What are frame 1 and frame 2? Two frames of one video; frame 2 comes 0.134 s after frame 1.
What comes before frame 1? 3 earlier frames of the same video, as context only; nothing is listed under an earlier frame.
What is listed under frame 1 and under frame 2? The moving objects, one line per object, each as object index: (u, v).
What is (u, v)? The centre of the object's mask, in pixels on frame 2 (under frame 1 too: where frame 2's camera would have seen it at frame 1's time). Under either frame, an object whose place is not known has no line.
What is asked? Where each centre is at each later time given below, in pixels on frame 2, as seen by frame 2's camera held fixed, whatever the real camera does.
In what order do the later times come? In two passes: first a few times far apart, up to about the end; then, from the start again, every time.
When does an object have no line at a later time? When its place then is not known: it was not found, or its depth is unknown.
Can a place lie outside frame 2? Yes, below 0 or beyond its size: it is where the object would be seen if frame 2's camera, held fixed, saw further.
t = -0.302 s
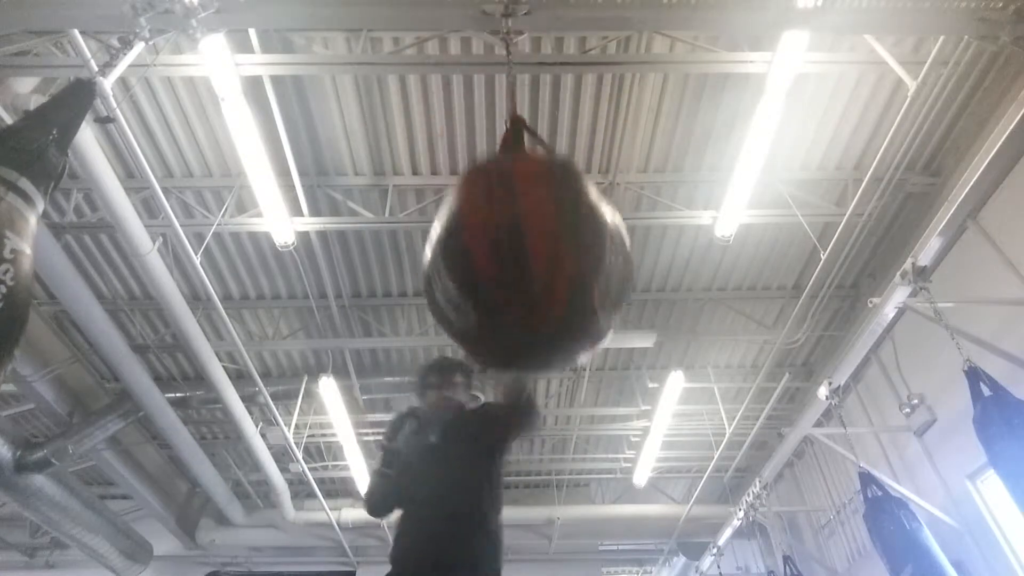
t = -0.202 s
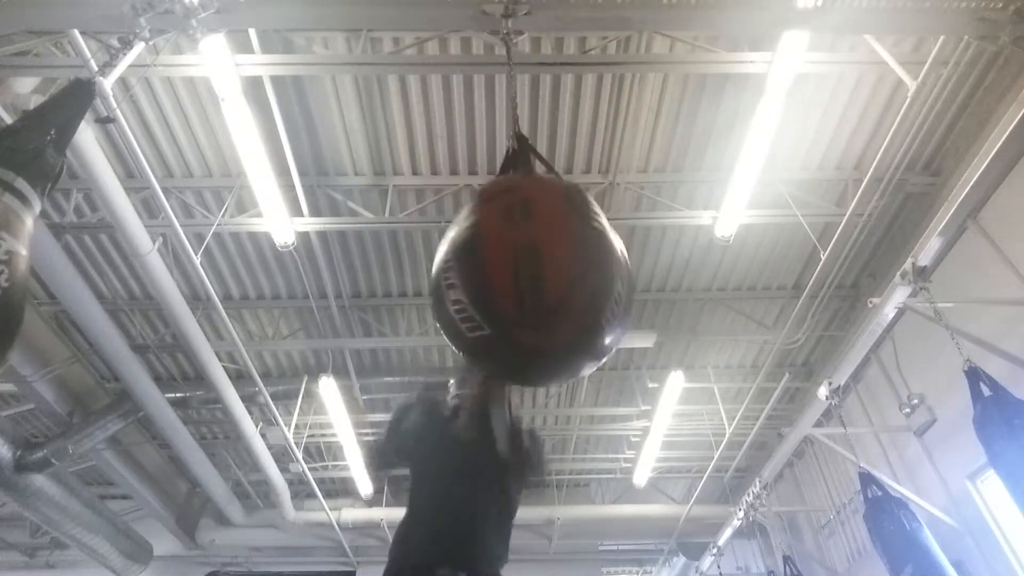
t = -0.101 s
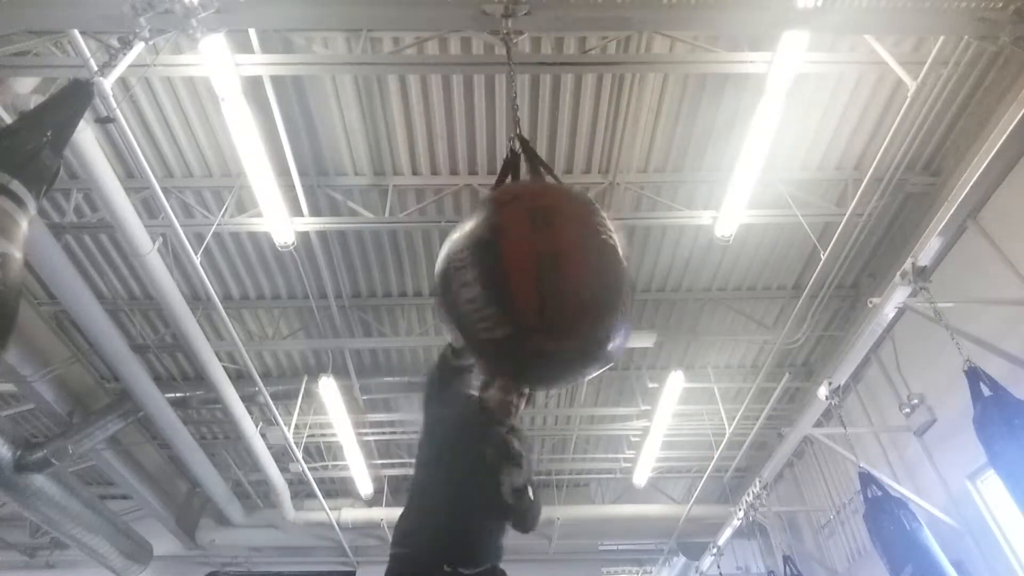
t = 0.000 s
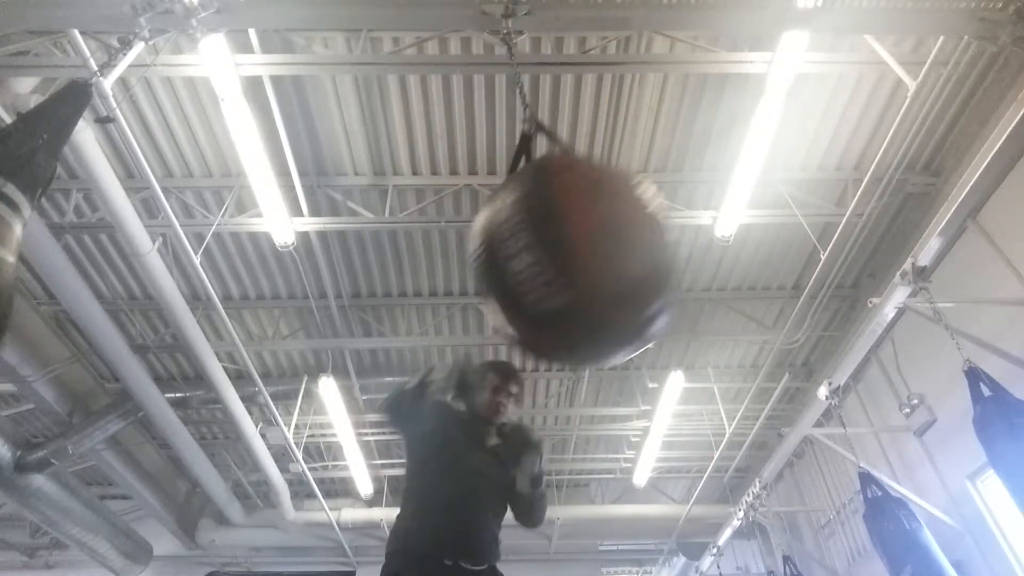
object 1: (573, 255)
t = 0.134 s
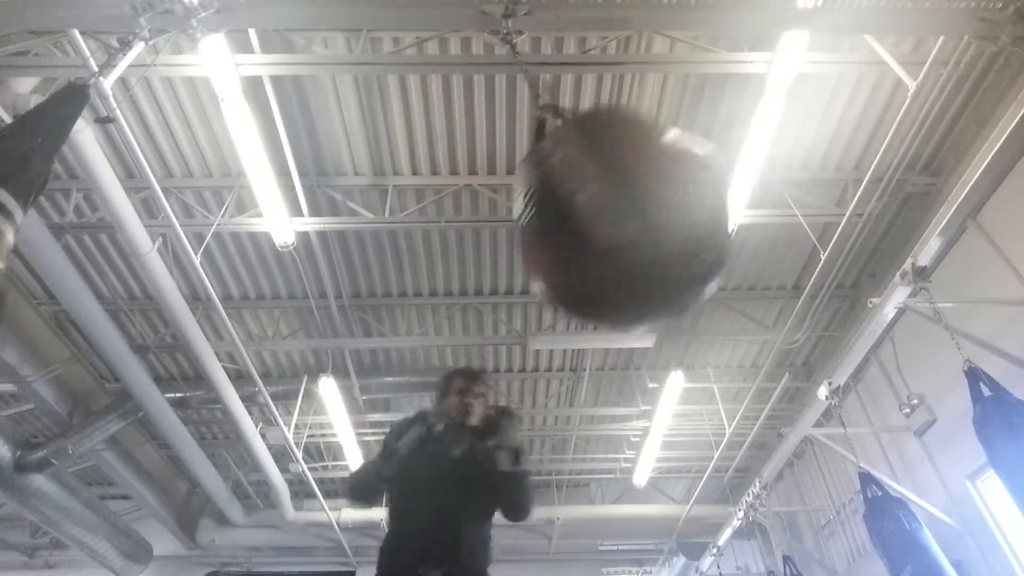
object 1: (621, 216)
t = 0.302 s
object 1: (662, 161)
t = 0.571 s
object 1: (668, 112)
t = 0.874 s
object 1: (572, 142)
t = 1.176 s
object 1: (455, 238)
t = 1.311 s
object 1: (423, 265)
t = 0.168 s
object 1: (630, 204)
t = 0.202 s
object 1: (639, 192)
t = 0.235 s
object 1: (649, 181)
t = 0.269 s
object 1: (659, 170)
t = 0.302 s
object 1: (662, 161)
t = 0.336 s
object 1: (669, 150)
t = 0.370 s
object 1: (673, 140)
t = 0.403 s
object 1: (672, 132)
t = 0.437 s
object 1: (674, 125)
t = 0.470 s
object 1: (674, 118)
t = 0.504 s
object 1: (675, 114)
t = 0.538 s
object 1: (669, 113)
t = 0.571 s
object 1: (668, 112)
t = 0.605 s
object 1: (660, 111)
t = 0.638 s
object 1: (656, 110)
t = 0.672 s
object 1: (643, 110)
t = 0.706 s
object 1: (636, 112)
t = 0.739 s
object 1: (624, 118)
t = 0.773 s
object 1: (617, 122)
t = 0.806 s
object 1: (605, 129)
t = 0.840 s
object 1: (587, 133)
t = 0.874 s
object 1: (572, 142)
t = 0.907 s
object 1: (561, 153)
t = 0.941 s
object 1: (545, 166)
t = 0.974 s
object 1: (530, 176)
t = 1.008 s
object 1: (513, 186)
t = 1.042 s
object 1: (499, 199)
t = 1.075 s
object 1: (488, 210)
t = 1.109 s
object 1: (475, 221)
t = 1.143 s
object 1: (464, 230)
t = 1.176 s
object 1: (455, 238)
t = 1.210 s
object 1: (443, 245)
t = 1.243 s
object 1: (436, 253)
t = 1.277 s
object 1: (428, 260)
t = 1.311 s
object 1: (423, 265)
